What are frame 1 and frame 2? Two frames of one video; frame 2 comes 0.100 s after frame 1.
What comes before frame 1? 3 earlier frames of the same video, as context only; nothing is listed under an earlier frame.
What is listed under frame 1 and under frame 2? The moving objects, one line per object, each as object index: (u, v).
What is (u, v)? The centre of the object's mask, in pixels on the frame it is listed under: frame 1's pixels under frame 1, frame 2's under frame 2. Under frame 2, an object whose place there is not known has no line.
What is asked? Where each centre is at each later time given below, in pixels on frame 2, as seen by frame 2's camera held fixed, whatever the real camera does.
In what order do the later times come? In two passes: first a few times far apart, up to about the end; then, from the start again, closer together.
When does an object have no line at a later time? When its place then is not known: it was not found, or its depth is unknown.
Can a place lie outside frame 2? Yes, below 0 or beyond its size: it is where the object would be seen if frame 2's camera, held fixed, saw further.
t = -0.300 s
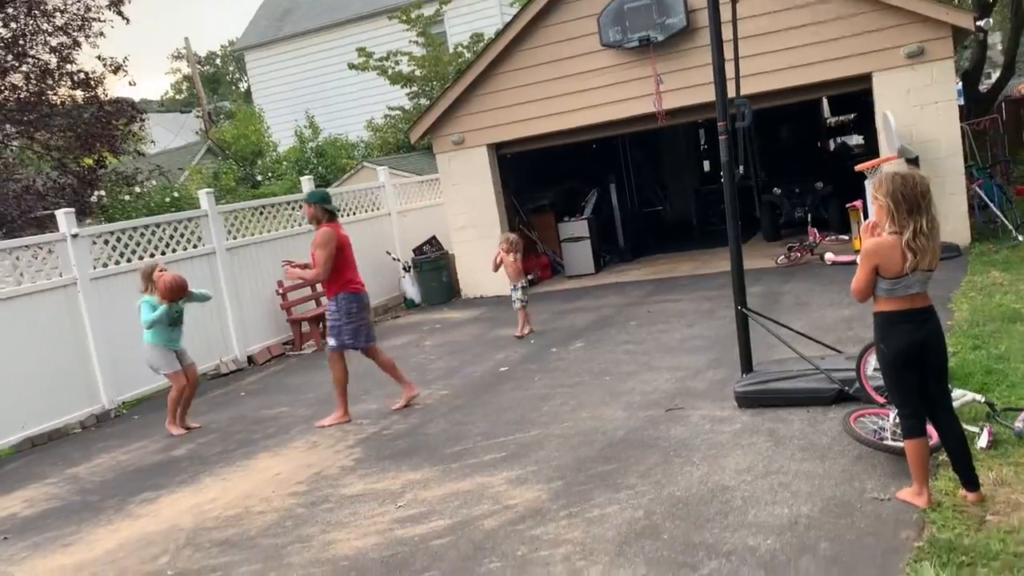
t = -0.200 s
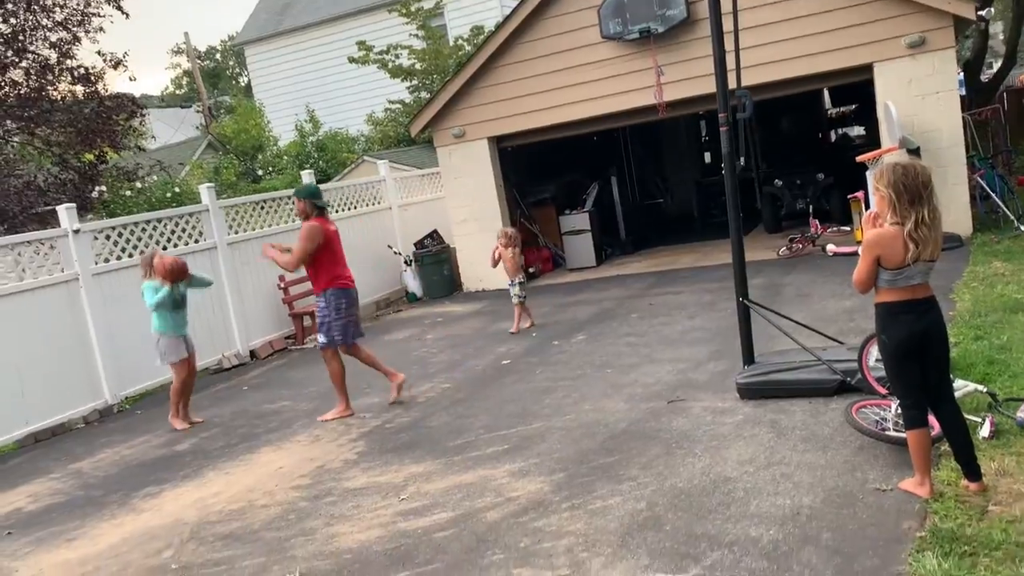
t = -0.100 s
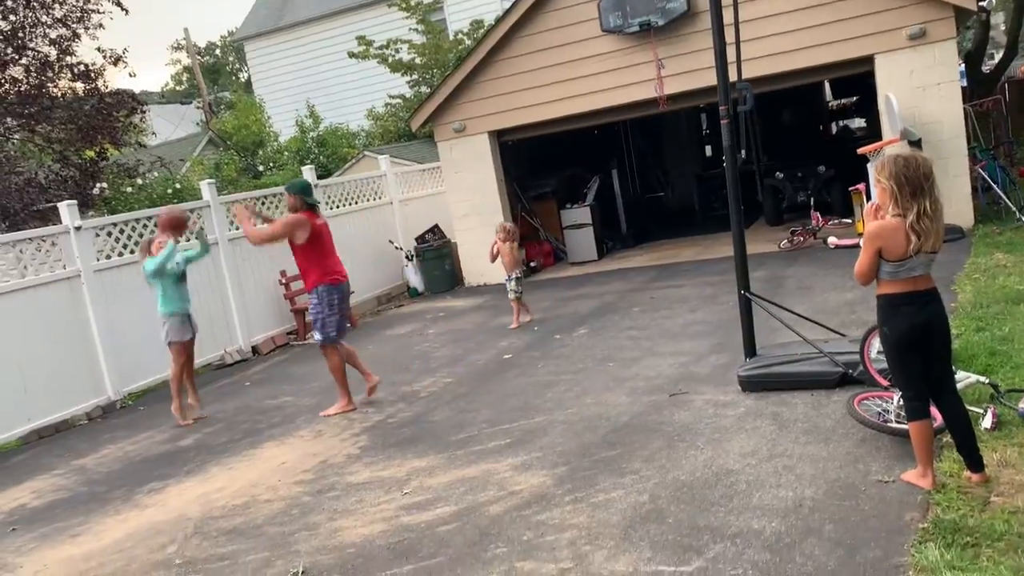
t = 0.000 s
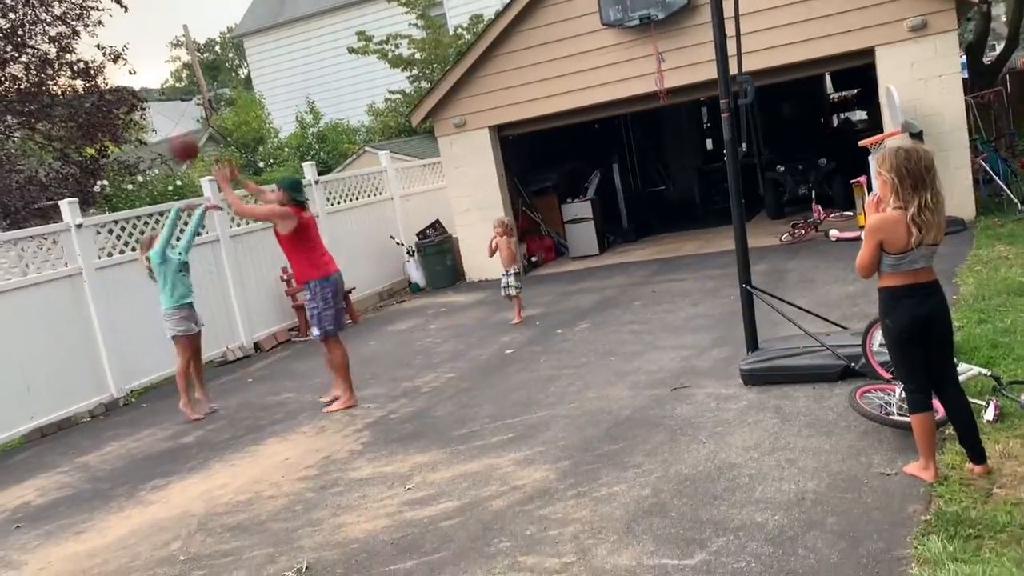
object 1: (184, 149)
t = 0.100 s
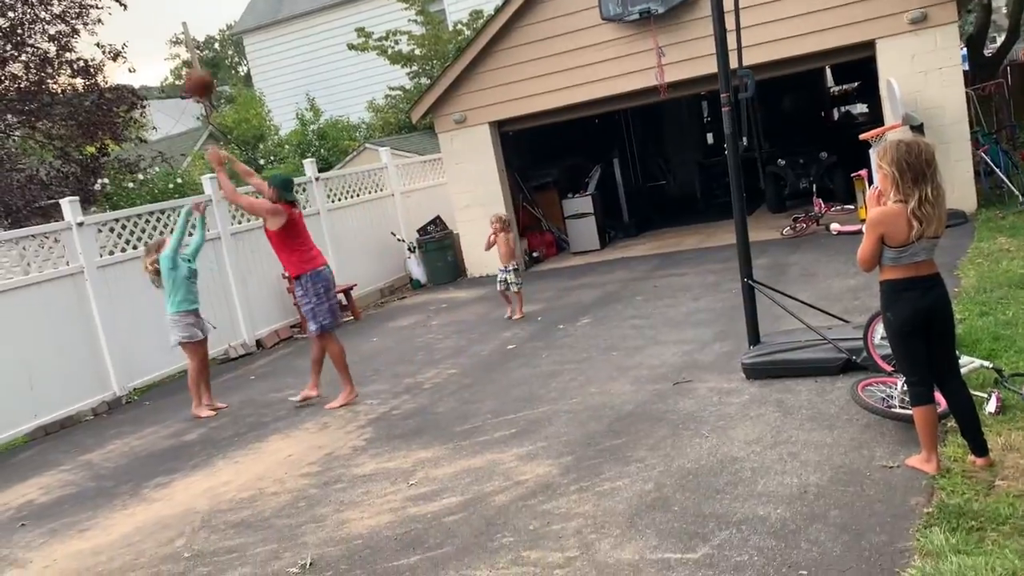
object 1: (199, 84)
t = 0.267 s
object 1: (230, 10)
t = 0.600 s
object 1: (320, -27)
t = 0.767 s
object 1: (379, -8)
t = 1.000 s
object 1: (469, 97)
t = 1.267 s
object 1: (584, 290)
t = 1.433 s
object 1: (603, 257)
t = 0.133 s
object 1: (204, 66)
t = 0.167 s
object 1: (210, 51)
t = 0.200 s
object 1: (216, 35)
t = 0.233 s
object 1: (223, 20)
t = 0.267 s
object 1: (230, 10)
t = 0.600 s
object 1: (320, -27)
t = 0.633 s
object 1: (331, -34)
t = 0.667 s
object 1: (342, -32)
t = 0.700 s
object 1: (356, -23)
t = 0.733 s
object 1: (367, -18)
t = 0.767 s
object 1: (379, -8)
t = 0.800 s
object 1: (389, 3)
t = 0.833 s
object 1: (402, 18)
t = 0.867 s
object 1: (415, 30)
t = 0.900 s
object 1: (429, 46)
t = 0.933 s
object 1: (442, 60)
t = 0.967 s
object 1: (455, 77)
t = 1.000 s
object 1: (469, 97)
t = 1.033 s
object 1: (483, 117)
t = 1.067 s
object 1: (499, 138)
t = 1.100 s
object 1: (512, 159)
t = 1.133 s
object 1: (524, 183)
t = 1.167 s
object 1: (538, 208)
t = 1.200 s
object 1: (552, 235)
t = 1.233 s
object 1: (567, 261)
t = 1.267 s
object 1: (584, 290)
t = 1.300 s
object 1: (599, 317)
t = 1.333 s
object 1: (608, 325)
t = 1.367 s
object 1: (606, 302)
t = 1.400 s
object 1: (604, 279)
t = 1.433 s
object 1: (603, 257)
